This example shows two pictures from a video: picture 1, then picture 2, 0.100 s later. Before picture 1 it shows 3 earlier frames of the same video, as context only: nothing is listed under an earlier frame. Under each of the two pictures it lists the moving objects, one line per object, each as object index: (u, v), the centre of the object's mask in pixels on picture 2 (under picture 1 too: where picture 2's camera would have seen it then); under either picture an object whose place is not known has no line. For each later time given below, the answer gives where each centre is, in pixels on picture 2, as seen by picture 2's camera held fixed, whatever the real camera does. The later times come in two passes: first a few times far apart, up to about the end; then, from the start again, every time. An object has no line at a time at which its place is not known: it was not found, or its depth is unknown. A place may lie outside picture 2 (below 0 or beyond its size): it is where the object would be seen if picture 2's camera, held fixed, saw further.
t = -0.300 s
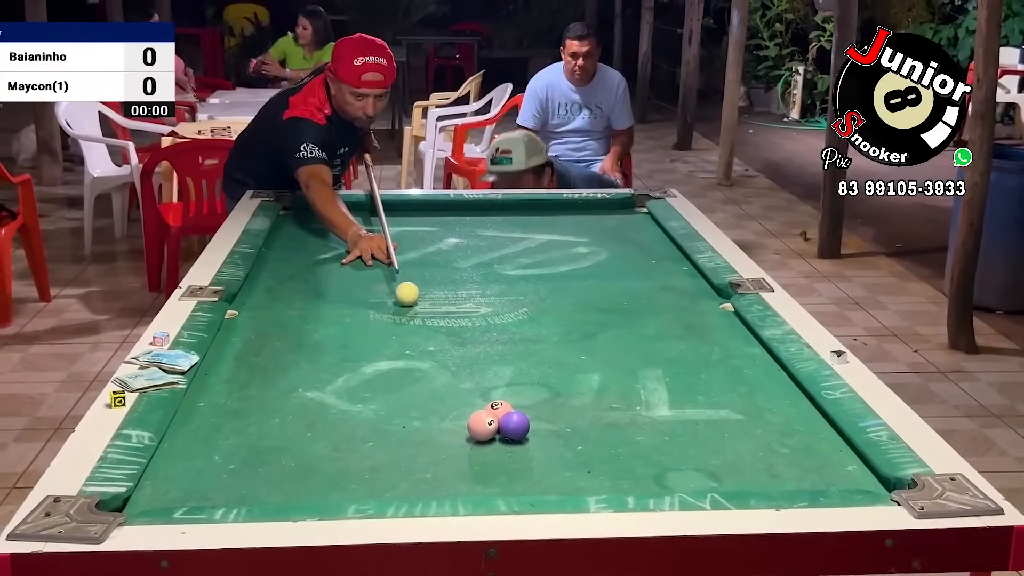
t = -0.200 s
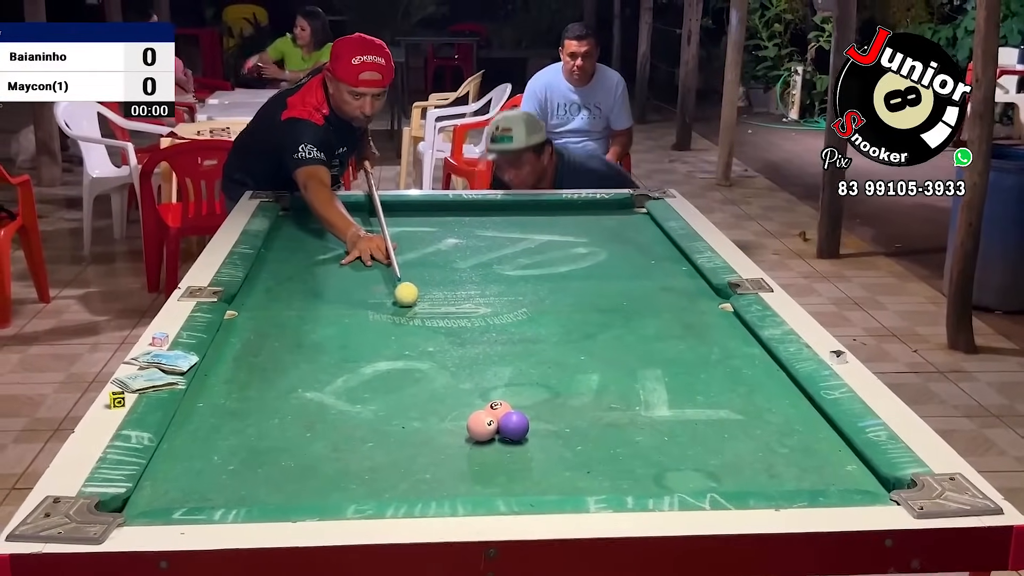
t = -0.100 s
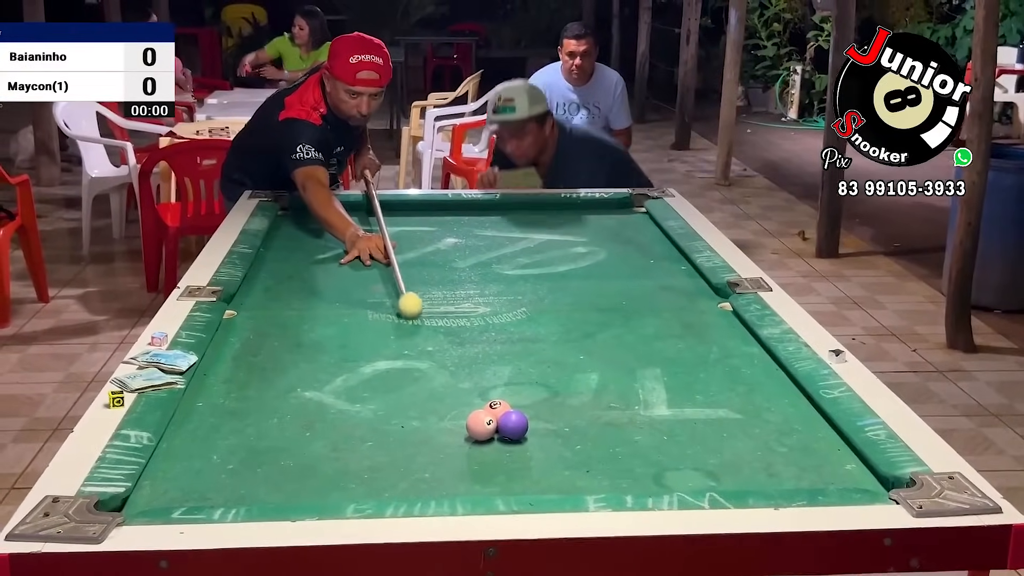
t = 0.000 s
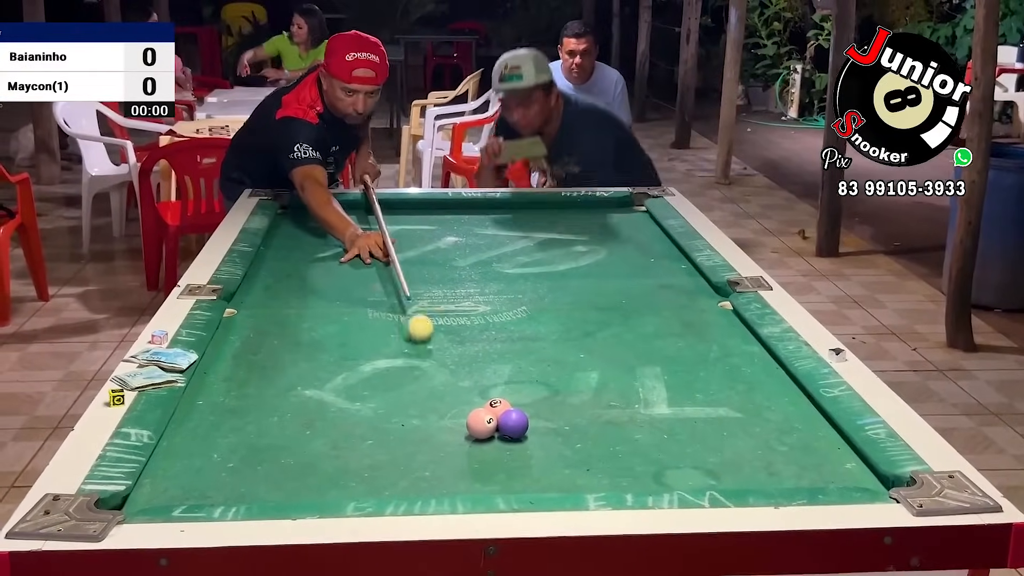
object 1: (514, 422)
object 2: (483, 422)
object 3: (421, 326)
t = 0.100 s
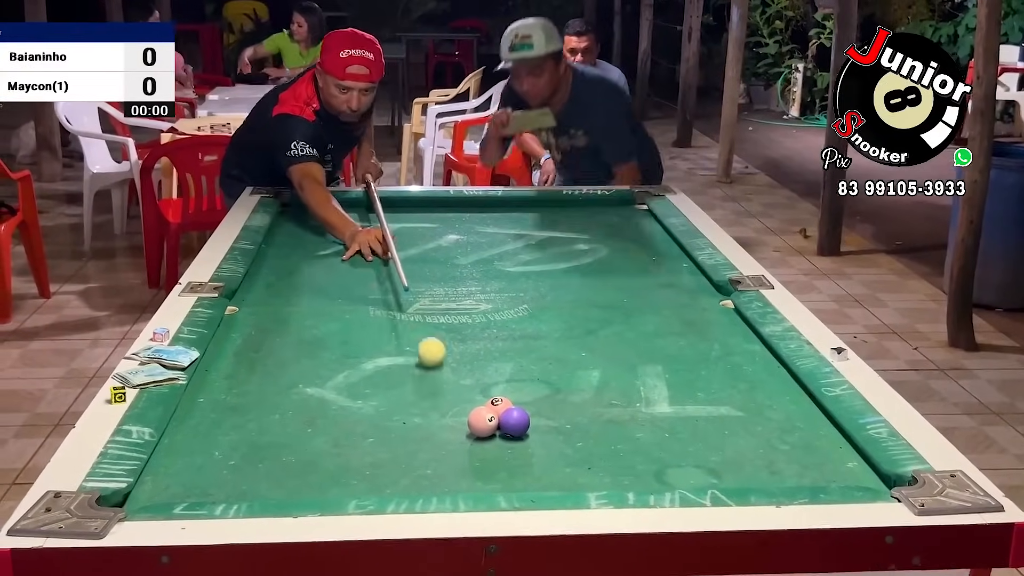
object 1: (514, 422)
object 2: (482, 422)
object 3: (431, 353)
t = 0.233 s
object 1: (514, 422)
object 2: (483, 422)
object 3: (447, 393)
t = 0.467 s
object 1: (591, 426)
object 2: (480, 437)
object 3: (418, 470)
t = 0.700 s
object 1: (685, 429)
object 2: (475, 455)
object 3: (361, 455)
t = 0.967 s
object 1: (789, 433)
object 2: (470, 476)
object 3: (308, 405)
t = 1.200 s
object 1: (804, 437)
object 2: (468, 486)
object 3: (271, 369)
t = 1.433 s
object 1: (749, 442)
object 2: (466, 482)
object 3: (241, 340)
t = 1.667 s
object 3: (247, 318)
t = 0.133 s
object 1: (514, 422)
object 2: (483, 422)
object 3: (435, 362)
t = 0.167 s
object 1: (514, 422)
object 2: (483, 422)
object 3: (439, 373)
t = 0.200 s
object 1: (514, 422)
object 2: (483, 422)
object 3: (443, 382)
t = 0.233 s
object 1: (514, 422)
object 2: (483, 422)
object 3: (447, 393)
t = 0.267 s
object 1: (514, 422)
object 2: (483, 422)
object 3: (451, 405)
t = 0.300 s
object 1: (517, 422)
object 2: (483, 423)
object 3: (453, 416)
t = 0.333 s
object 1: (535, 423)
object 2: (483, 426)
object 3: (445, 426)
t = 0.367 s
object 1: (550, 424)
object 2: (482, 429)
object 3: (438, 437)
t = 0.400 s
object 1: (563, 425)
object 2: (482, 431)
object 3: (431, 447)
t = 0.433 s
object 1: (577, 425)
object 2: (481, 434)
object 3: (425, 458)
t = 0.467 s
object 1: (591, 426)
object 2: (480, 437)
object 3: (418, 470)
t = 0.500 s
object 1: (604, 426)
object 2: (479, 439)
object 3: (411, 479)
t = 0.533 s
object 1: (618, 426)
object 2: (479, 442)
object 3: (403, 485)
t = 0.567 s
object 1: (631, 426)
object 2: (478, 445)
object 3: (393, 481)
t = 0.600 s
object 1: (645, 426)
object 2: (477, 448)
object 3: (384, 476)
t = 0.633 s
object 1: (658, 428)
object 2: (477, 450)
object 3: (376, 470)
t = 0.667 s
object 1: (671, 428)
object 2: (476, 453)
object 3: (368, 462)
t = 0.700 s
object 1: (685, 429)
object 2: (475, 455)
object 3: (361, 455)
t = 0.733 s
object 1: (698, 429)
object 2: (475, 458)
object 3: (353, 448)
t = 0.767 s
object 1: (711, 429)
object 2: (474, 461)
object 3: (347, 441)
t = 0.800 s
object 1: (724, 429)
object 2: (473, 464)
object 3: (339, 435)
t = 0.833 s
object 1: (737, 430)
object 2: (472, 466)
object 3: (333, 428)
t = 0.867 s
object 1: (750, 431)
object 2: (472, 469)
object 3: (327, 422)
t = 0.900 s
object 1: (763, 431)
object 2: (471, 471)
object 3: (320, 416)
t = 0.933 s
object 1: (776, 432)
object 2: (470, 474)
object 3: (314, 410)
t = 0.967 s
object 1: (789, 433)
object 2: (470, 476)
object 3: (308, 405)
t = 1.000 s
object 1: (802, 432)
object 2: (469, 478)
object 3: (303, 399)
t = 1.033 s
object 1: (814, 433)
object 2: (469, 479)
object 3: (297, 394)
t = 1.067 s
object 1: (827, 434)
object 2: (469, 480)
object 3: (292, 389)
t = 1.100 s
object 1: (828, 434)
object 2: (468, 481)
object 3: (287, 384)
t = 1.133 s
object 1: (820, 436)
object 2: (468, 483)
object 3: (281, 379)
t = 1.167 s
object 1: (811, 436)
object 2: (468, 484)
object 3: (276, 374)
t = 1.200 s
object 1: (804, 437)
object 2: (468, 486)
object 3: (271, 369)
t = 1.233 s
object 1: (796, 438)
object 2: (467, 486)
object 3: (267, 365)
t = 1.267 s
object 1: (788, 439)
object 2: (467, 485)
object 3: (262, 360)
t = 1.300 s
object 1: (780, 439)
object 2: (467, 484)
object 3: (258, 356)
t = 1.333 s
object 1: (772, 440)
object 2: (466, 483)
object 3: (254, 352)
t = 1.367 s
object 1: (764, 441)
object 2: (466, 483)
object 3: (249, 348)
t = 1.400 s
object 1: (757, 441)
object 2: (466, 482)
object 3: (245, 344)
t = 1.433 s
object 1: (749, 442)
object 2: (466, 482)
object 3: (241, 340)
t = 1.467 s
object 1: (741, 442)
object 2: (466, 481)
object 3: (237, 336)
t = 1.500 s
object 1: (734, 444)
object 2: (467, 481)
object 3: (233, 332)
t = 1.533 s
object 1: (726, 444)
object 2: (467, 480)
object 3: (230, 329)
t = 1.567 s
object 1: (719, 444)
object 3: (234, 326)
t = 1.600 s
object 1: (711, 445)
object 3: (239, 323)
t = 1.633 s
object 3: (243, 321)
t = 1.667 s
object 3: (247, 318)
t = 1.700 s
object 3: (250, 316)
